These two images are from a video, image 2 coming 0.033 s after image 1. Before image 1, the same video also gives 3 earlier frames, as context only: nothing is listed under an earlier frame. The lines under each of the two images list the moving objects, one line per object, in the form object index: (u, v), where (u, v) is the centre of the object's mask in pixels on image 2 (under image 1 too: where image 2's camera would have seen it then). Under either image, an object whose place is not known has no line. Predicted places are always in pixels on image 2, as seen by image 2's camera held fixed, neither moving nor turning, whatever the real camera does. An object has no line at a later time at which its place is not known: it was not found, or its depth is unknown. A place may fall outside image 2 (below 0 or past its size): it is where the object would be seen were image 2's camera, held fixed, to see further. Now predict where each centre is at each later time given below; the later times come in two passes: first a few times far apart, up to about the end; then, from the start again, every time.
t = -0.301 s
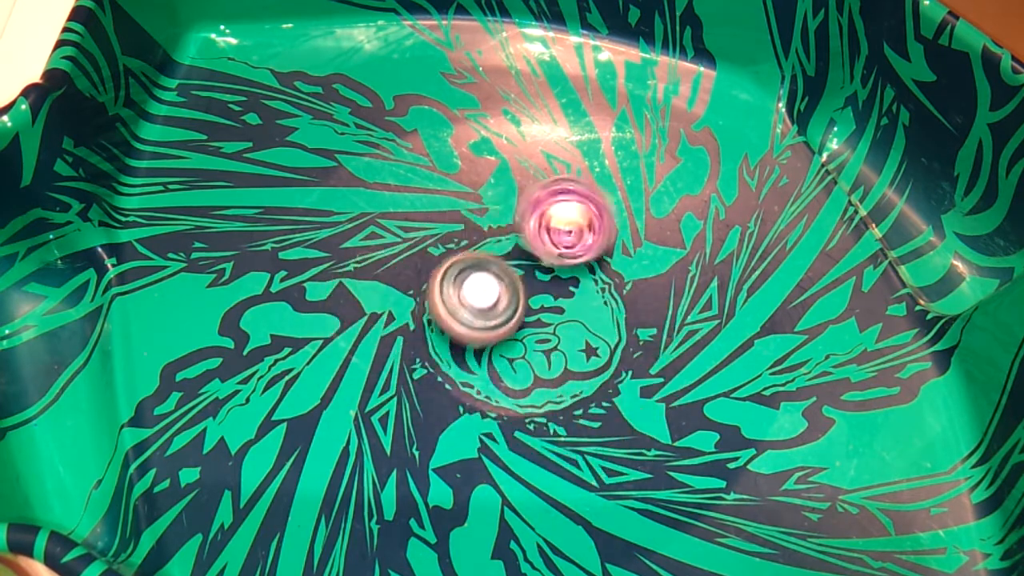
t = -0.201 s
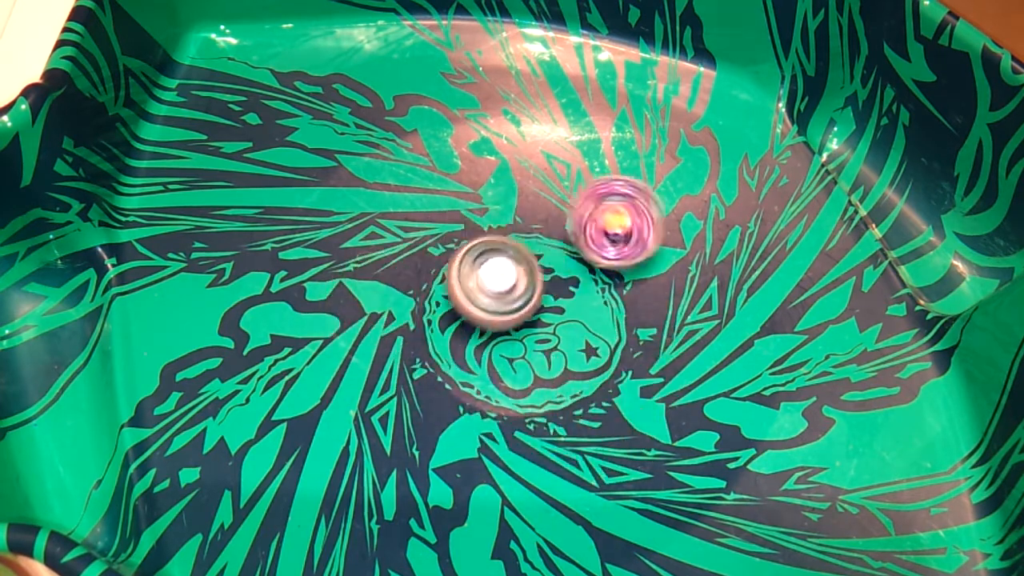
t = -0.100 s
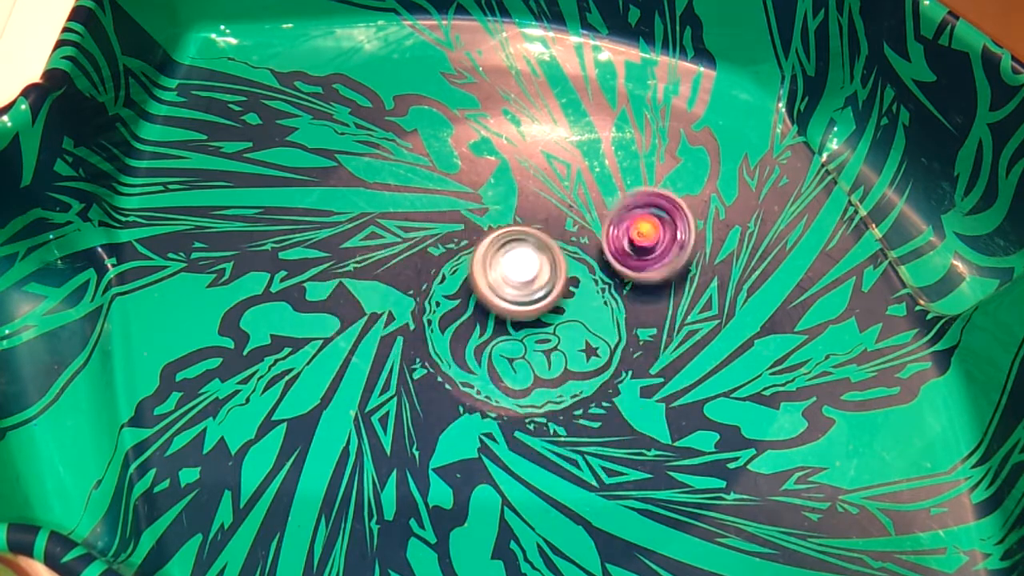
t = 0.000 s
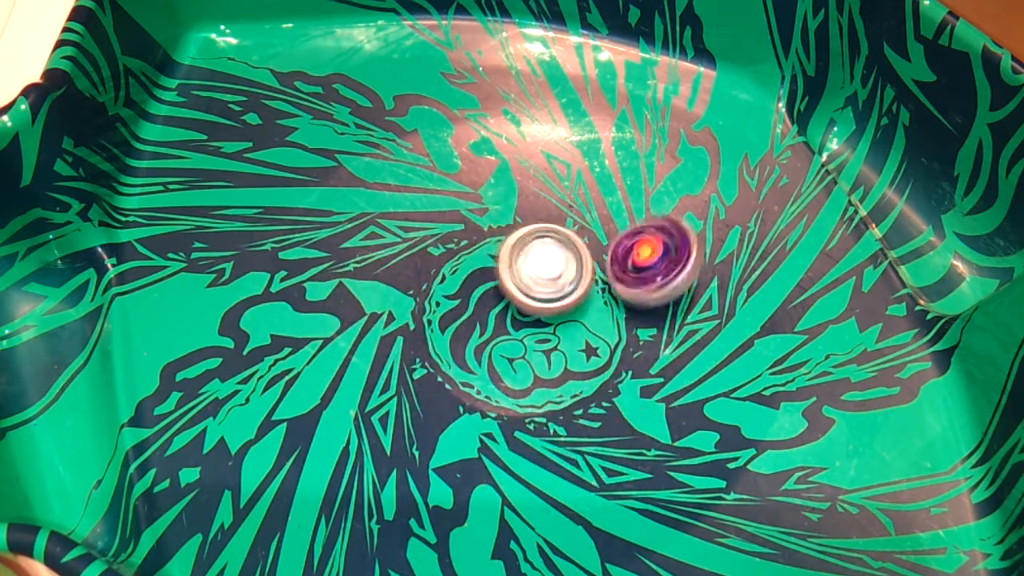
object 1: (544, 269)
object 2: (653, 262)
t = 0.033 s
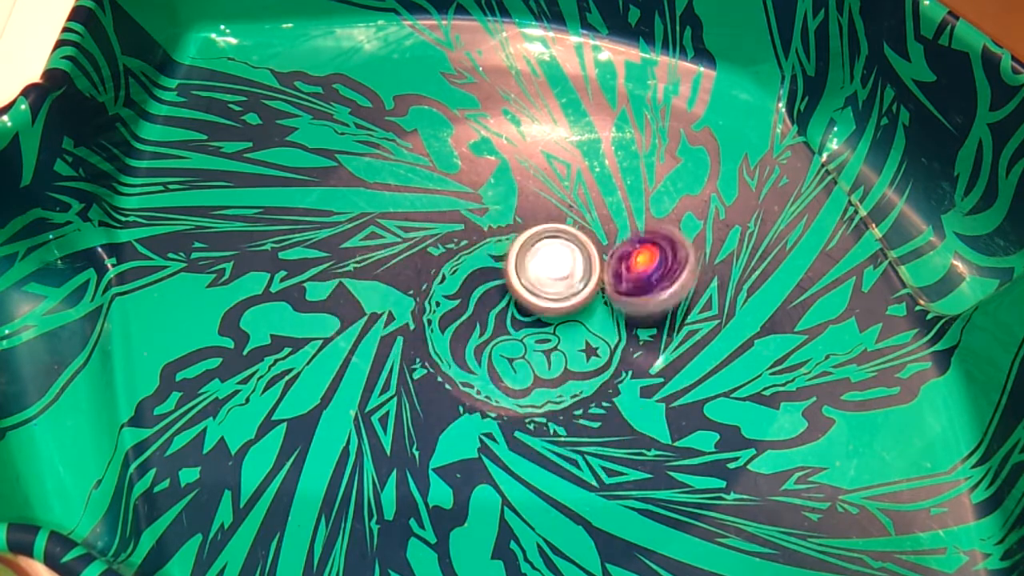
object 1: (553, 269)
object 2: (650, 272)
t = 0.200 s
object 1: (545, 244)
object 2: (638, 379)
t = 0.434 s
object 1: (555, 254)
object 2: (596, 458)
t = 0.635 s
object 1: (555, 267)
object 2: (576, 443)
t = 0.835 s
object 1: (544, 277)
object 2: (537, 404)
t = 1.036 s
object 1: (530, 279)
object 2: (498, 409)
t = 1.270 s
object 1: (517, 271)
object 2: (506, 399)
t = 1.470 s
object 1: (516, 261)
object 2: (541, 395)
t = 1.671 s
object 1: (524, 254)
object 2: (558, 408)
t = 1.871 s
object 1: (538, 252)
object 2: (554, 402)
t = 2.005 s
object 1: (549, 255)
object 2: (538, 393)
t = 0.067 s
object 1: (550, 265)
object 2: (656, 290)
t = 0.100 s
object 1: (546, 257)
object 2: (656, 315)
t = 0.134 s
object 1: (544, 251)
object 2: (653, 335)
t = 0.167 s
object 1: (544, 247)
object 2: (646, 358)
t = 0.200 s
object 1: (545, 244)
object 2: (638, 379)
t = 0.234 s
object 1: (546, 244)
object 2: (629, 399)
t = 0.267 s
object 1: (548, 244)
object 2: (621, 415)
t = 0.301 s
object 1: (550, 246)
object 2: (613, 431)
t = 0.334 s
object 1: (551, 248)
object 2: (607, 441)
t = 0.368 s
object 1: (553, 250)
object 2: (602, 450)
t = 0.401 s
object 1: (554, 252)
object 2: (599, 455)
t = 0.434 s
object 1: (555, 254)
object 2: (596, 458)
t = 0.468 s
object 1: (555, 256)
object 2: (593, 460)
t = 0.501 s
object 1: (555, 258)
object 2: (590, 459)
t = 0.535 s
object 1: (556, 260)
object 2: (587, 458)
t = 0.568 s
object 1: (556, 262)
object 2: (585, 454)
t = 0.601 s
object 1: (555, 265)
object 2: (581, 449)
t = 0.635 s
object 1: (555, 267)
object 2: (576, 443)
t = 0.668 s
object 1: (552, 270)
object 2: (571, 434)
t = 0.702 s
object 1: (551, 272)
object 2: (565, 427)
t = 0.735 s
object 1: (550, 273)
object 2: (557, 421)
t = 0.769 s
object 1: (548, 274)
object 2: (551, 414)
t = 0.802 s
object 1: (546, 276)
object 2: (544, 408)
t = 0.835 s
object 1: (544, 277)
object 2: (537, 404)
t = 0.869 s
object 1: (542, 278)
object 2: (529, 399)
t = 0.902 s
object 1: (540, 279)
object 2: (521, 399)
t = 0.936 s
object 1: (537, 279)
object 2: (513, 400)
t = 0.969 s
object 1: (534, 280)
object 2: (506, 404)
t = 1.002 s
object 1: (532, 279)
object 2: (501, 406)
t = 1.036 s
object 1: (530, 279)
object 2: (498, 409)
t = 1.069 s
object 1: (528, 279)
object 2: (497, 411)
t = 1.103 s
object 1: (525, 278)
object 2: (496, 413)
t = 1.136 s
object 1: (523, 277)
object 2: (496, 412)
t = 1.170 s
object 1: (522, 276)
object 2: (497, 410)
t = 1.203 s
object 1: (520, 275)
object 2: (499, 408)
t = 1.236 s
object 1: (519, 273)
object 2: (501, 403)
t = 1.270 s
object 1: (517, 271)
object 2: (506, 399)
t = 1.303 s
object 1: (516, 270)
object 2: (511, 396)
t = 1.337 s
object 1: (516, 268)
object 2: (517, 395)
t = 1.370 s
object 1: (516, 266)
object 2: (524, 393)
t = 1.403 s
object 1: (516, 265)
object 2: (529, 394)
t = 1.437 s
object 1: (516, 263)
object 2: (536, 394)
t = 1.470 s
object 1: (516, 261)
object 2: (541, 395)
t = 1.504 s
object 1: (517, 260)
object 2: (546, 398)
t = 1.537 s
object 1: (518, 258)
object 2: (550, 400)
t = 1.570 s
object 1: (519, 257)
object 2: (553, 403)
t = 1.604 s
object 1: (520, 256)
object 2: (555, 405)
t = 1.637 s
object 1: (522, 255)
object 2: (557, 406)
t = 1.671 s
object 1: (524, 254)
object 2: (558, 408)
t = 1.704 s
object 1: (526, 253)
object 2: (558, 408)
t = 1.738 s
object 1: (528, 253)
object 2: (558, 408)
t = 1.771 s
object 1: (531, 252)
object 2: (558, 407)
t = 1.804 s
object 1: (533, 252)
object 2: (557, 406)
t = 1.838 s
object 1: (536, 252)
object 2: (556, 404)
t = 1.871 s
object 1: (538, 252)
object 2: (554, 402)
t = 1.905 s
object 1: (541, 252)
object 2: (550, 399)
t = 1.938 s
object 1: (544, 253)
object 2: (547, 397)
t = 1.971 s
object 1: (546, 254)
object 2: (543, 395)
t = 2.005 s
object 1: (549, 255)
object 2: (538, 393)
